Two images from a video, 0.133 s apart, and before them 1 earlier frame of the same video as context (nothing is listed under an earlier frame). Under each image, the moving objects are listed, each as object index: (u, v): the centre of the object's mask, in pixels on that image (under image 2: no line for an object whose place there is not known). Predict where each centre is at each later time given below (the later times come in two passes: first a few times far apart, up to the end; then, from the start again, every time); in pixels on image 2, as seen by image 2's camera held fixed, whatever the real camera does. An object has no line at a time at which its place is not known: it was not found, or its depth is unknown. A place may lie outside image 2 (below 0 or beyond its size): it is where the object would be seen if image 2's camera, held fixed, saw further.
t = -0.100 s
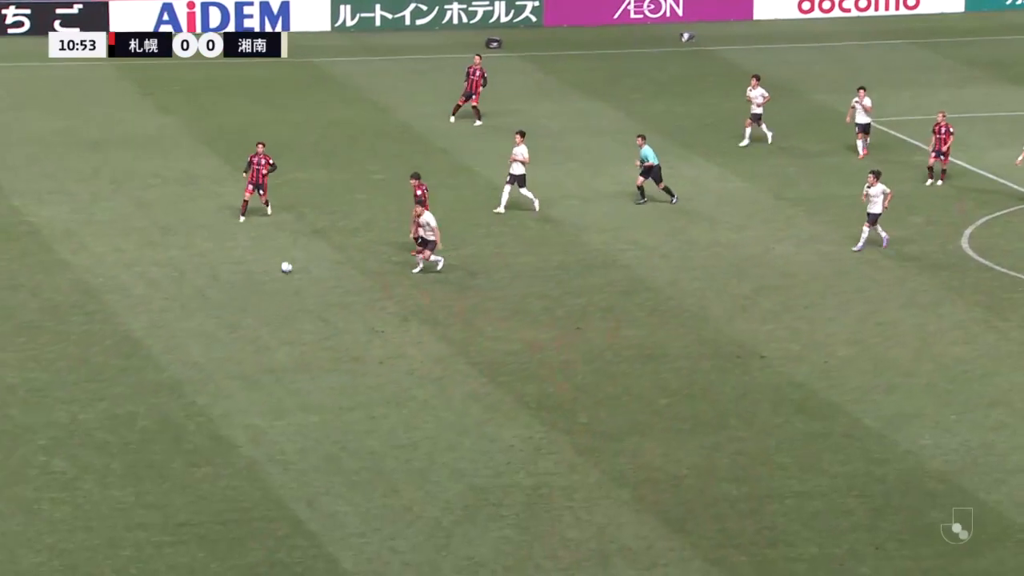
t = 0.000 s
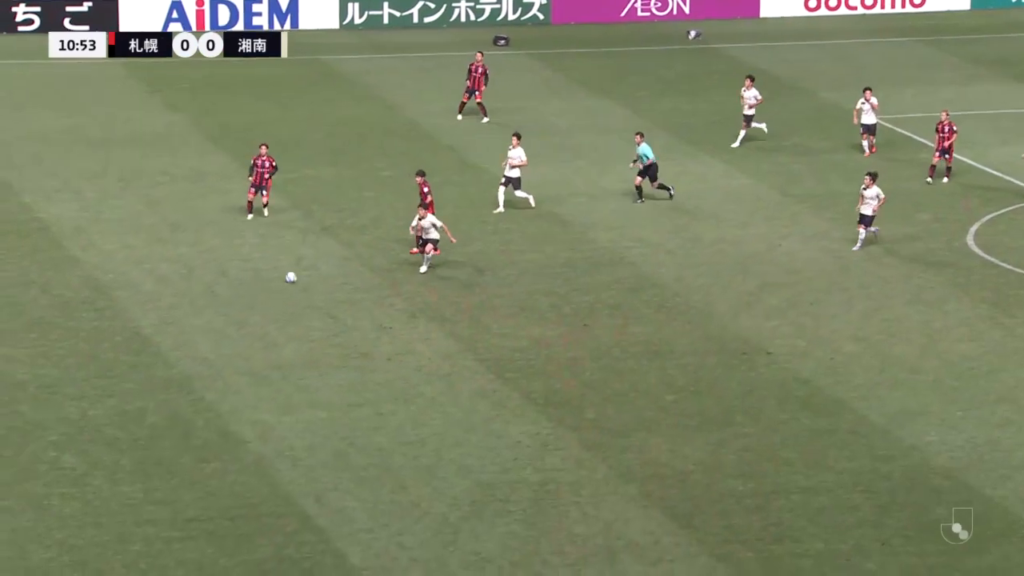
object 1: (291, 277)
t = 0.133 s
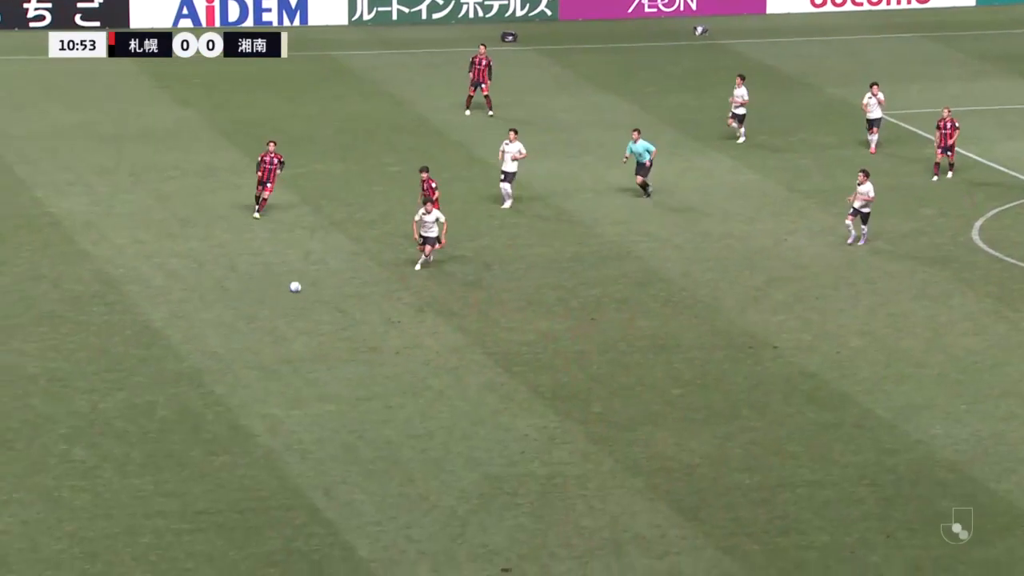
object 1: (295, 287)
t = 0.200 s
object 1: (294, 294)
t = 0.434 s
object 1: (285, 320)
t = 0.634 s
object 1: (277, 338)
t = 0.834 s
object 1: (270, 354)
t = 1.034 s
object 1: (261, 371)
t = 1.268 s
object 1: (252, 389)
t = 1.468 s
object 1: (244, 405)
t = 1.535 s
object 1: (242, 410)
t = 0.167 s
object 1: (295, 291)
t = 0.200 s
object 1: (294, 294)
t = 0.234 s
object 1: (292, 298)
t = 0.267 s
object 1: (290, 301)
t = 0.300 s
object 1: (290, 305)
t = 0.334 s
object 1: (289, 308)
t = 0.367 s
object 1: (288, 311)
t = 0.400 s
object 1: (286, 315)
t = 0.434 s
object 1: (285, 320)
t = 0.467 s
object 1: (283, 323)
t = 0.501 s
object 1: (282, 325)
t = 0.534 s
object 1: (281, 328)
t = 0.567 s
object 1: (279, 332)
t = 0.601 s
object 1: (278, 336)
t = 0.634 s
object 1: (277, 338)
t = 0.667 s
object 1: (276, 340)
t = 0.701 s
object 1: (274, 343)
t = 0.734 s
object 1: (273, 345)
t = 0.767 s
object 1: (272, 349)
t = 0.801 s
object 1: (270, 352)
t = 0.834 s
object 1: (270, 354)
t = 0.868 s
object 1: (268, 356)
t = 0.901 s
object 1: (267, 358)
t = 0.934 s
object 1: (265, 361)
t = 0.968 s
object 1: (264, 366)
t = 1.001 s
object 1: (263, 369)
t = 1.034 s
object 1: (261, 371)
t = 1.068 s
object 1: (260, 373)
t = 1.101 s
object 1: (259, 375)
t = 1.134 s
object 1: (257, 378)
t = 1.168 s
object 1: (257, 381)
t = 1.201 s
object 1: (255, 385)
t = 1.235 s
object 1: (253, 387)
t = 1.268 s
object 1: (252, 389)
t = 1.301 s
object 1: (250, 391)
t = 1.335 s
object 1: (250, 394)
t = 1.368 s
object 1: (248, 397)
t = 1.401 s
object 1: (246, 401)
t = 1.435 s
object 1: (246, 403)
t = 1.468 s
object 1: (244, 405)
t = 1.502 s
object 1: (243, 408)
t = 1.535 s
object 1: (242, 410)
